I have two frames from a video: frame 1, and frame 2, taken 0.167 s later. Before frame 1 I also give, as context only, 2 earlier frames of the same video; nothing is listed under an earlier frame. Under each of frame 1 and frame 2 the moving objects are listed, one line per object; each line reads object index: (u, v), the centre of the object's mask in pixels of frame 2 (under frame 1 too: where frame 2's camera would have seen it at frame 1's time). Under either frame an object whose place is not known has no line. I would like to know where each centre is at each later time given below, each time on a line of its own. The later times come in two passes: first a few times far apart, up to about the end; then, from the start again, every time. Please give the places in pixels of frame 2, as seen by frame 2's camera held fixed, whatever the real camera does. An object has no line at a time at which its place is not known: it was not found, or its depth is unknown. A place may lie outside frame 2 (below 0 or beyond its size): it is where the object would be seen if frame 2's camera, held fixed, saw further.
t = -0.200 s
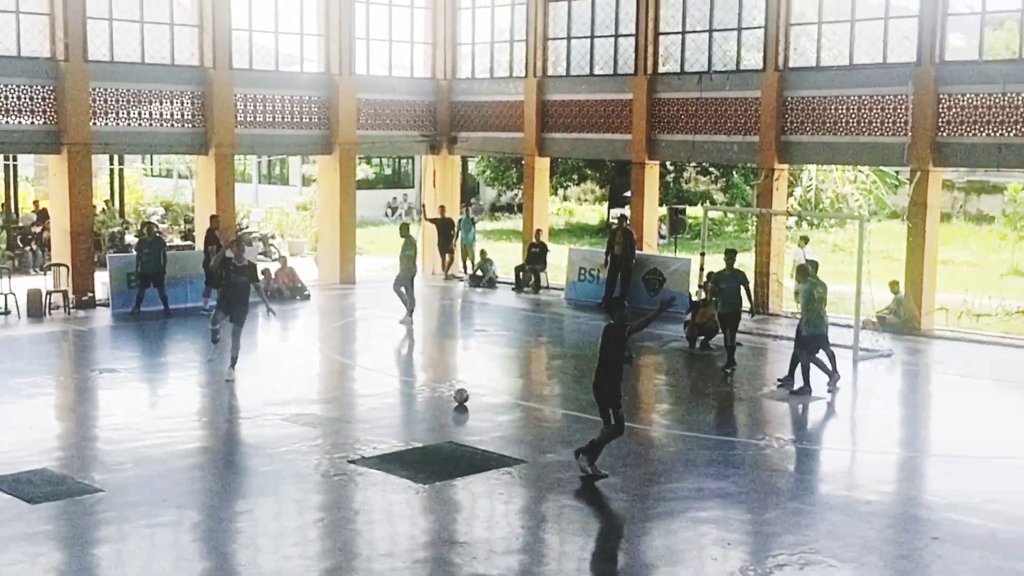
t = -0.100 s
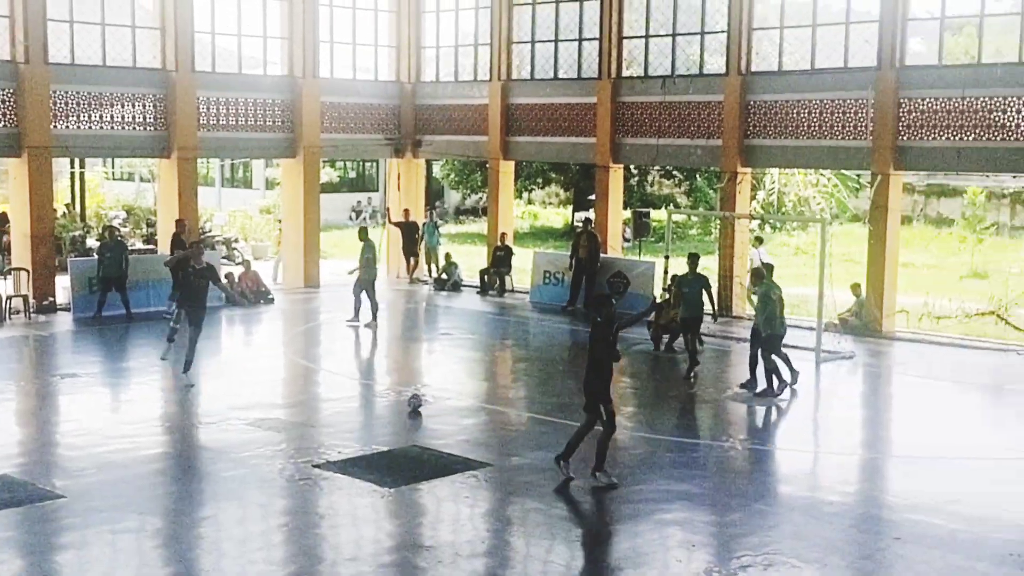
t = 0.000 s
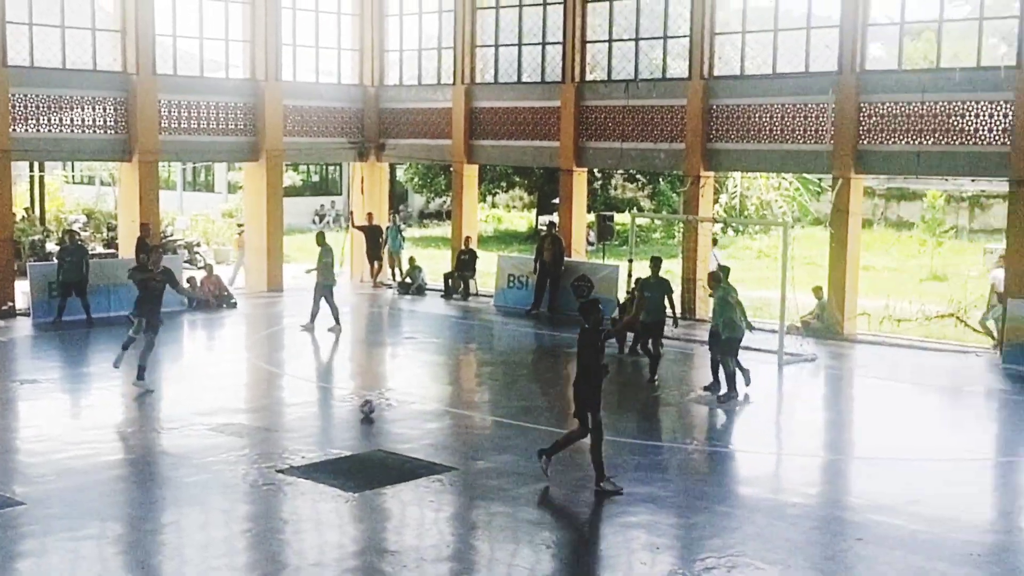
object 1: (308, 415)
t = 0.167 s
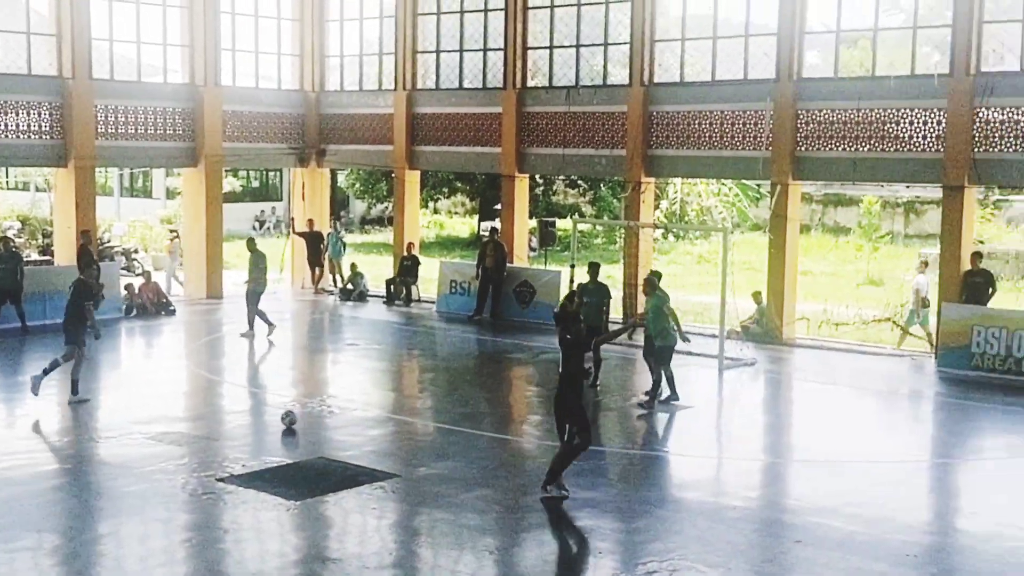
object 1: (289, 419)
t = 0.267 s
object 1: (276, 421)
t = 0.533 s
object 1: (242, 428)
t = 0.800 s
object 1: (208, 434)
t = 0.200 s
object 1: (285, 420)
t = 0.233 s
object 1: (280, 420)
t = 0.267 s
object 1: (276, 421)
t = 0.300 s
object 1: (272, 421)
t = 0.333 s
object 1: (268, 422)
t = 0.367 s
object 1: (264, 423)
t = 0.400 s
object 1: (260, 424)
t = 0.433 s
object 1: (256, 425)
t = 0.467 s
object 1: (251, 426)
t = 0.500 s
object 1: (247, 426)
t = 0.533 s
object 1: (242, 428)
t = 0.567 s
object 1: (238, 428)
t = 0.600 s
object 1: (233, 428)
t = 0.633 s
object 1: (229, 429)
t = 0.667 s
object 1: (225, 430)
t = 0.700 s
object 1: (221, 431)
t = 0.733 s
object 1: (216, 432)
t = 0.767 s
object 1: (212, 433)
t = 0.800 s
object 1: (208, 434)
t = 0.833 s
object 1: (203, 435)
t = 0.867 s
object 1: (198, 435)
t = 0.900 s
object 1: (196, 435)
